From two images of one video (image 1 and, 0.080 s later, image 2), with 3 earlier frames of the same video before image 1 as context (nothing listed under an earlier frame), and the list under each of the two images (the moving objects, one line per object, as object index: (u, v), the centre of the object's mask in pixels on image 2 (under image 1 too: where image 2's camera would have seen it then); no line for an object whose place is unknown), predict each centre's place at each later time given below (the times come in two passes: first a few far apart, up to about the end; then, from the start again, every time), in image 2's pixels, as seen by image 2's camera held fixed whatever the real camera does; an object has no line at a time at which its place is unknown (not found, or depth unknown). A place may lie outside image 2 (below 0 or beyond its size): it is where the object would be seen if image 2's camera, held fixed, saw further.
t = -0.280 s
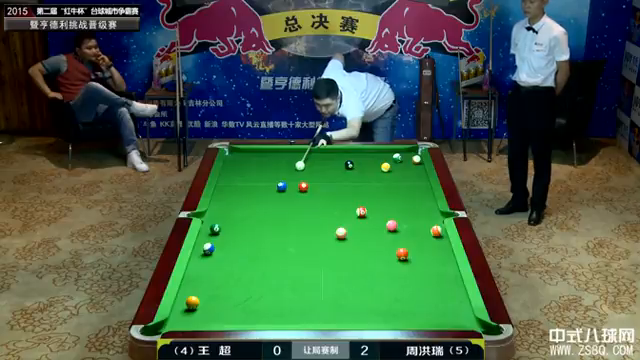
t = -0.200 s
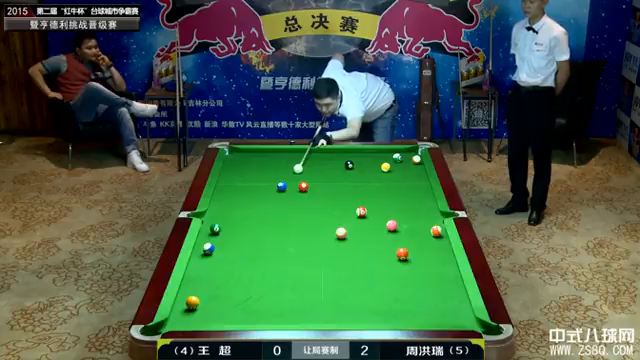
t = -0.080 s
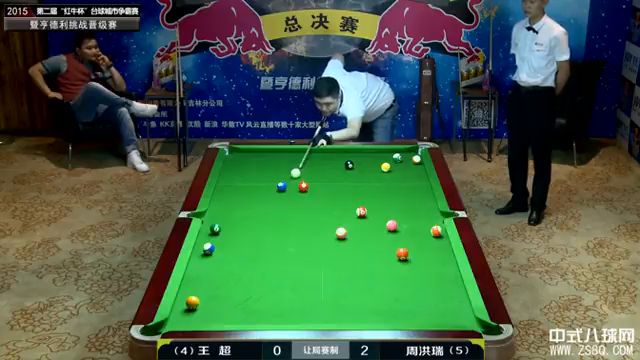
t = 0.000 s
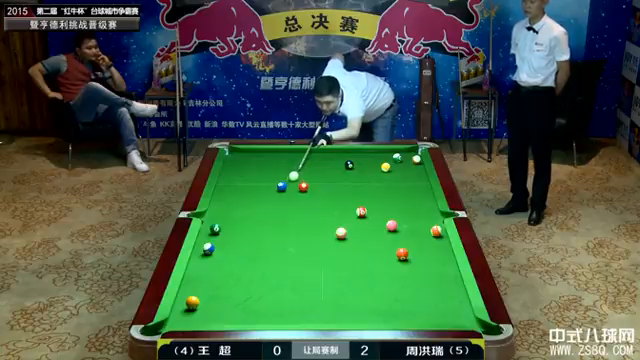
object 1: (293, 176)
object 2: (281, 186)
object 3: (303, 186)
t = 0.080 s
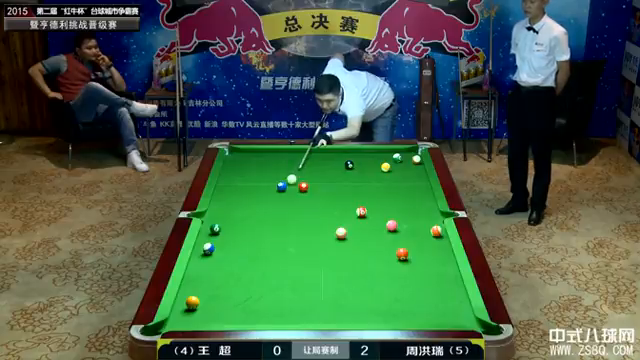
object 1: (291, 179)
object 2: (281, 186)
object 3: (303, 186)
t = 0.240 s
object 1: (290, 184)
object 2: (279, 187)
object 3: (303, 186)
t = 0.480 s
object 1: (294, 189)
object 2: (267, 191)
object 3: (306, 187)
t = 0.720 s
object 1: (294, 193)
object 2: (257, 195)
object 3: (311, 187)
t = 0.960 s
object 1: (295, 197)
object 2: (247, 198)
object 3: (315, 187)
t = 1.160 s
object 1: (296, 200)
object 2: (239, 202)
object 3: (317, 187)
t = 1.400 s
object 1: (297, 204)
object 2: (230, 205)
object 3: (319, 187)
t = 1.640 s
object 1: (297, 207)
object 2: (222, 208)
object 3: (321, 187)
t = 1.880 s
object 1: (298, 211)
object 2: (214, 211)
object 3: (322, 187)
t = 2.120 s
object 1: (299, 213)
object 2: (206, 214)
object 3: (322, 187)
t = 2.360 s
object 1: (299, 216)
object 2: (200, 218)
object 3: (322, 187)
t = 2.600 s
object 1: (299, 218)
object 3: (322, 187)
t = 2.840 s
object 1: (300, 220)
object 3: (322, 187)
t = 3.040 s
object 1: (300, 221)
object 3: (322, 187)
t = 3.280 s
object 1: (300, 222)
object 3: (322, 187)
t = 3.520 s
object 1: (300, 223)
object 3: (322, 187)
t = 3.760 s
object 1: (300, 224)
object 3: (322, 187)
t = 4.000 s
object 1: (300, 224)
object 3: (322, 187)
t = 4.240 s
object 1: (300, 224)
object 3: (322, 187)
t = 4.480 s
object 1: (300, 224)
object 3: (322, 187)
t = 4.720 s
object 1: (300, 224)
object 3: (322, 187)
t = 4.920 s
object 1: (300, 224)
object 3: (322, 187)
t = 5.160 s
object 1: (300, 224)
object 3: (322, 187)
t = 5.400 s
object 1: (300, 224)
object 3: (322, 187)
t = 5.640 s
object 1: (300, 224)
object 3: (322, 187)
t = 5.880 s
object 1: (300, 224)
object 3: (322, 187)
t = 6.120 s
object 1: (300, 224)
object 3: (322, 187)
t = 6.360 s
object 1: (300, 224)
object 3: (322, 187)
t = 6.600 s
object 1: (300, 224)
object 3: (322, 187)
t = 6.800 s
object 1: (300, 224)
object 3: (322, 187)
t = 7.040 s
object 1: (300, 224)
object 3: (322, 187)
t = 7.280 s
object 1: (300, 224)
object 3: (322, 187)
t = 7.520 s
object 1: (300, 224)
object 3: (322, 187)
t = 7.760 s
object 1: (300, 224)
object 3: (322, 187)
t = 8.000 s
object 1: (300, 224)
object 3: (322, 187)
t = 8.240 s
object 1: (300, 224)
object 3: (322, 187)
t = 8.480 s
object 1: (300, 224)
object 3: (322, 187)
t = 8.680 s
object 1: (300, 224)
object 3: (322, 187)
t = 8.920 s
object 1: (300, 224)
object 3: (322, 187)
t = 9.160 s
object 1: (300, 224)
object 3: (322, 187)
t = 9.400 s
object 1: (300, 224)
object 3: (322, 187)
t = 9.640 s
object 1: (300, 224)
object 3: (322, 187)
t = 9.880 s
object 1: (300, 224)
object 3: (322, 187)
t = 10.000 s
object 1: (300, 224)
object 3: (322, 187)
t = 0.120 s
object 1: (290, 180)
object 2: (281, 186)
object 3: (303, 186)
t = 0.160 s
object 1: (290, 182)
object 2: (281, 186)
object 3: (303, 186)
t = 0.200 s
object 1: (289, 183)
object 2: (280, 186)
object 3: (303, 186)
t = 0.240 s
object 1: (290, 184)
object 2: (279, 187)
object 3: (303, 186)
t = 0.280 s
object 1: (291, 185)
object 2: (277, 188)
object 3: (303, 186)
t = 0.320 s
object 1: (292, 186)
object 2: (275, 189)
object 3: (303, 186)
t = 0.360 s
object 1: (293, 187)
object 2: (273, 189)
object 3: (304, 186)
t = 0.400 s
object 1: (293, 187)
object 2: (271, 190)
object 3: (305, 187)
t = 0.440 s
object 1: (294, 188)
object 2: (269, 190)
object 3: (306, 187)
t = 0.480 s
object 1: (294, 189)
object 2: (267, 191)
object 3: (306, 187)
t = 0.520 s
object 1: (294, 190)
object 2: (266, 192)
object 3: (307, 187)
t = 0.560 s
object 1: (294, 190)
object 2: (264, 193)
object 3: (308, 187)
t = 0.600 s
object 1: (294, 191)
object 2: (262, 193)
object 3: (308, 187)
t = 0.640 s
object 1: (294, 192)
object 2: (260, 194)
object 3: (309, 187)
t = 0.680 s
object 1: (294, 192)
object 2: (259, 195)
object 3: (310, 187)
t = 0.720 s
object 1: (294, 193)
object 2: (257, 195)
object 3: (311, 187)
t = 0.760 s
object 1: (295, 194)
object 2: (255, 196)
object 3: (312, 187)
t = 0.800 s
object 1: (295, 194)
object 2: (254, 197)
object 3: (312, 187)
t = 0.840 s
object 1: (295, 195)
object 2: (252, 197)
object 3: (313, 187)
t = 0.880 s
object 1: (295, 196)
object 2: (250, 198)
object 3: (313, 187)
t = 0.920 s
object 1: (295, 196)
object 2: (249, 198)
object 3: (314, 187)
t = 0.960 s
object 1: (295, 197)
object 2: (247, 198)
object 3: (315, 187)
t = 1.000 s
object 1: (295, 198)
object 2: (245, 199)
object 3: (315, 187)
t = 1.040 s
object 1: (295, 198)
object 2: (244, 200)
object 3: (316, 187)
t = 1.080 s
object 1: (296, 199)
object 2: (242, 201)
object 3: (316, 187)
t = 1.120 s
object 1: (296, 200)
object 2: (241, 201)
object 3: (316, 187)
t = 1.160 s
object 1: (296, 200)
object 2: (239, 202)
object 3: (317, 187)
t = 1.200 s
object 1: (296, 201)
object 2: (238, 202)
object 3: (318, 187)
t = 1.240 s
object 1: (296, 202)
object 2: (236, 203)
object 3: (318, 187)
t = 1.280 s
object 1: (296, 202)
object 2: (235, 203)
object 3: (319, 187)
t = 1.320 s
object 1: (296, 203)
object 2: (233, 204)
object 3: (319, 187)
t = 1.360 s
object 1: (296, 203)
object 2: (232, 205)
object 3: (319, 187)
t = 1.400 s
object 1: (297, 204)
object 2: (230, 205)
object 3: (319, 187)
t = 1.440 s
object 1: (297, 204)
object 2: (229, 205)
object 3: (320, 187)
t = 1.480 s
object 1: (297, 205)
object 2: (227, 206)
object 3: (320, 187)
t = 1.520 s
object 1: (297, 206)
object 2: (226, 207)
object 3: (320, 187)
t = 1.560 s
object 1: (297, 206)
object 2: (224, 207)
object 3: (321, 187)
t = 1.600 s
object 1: (297, 207)
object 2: (223, 208)
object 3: (321, 187)
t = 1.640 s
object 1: (297, 207)
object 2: (222, 208)
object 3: (321, 187)
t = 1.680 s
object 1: (297, 208)
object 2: (220, 209)
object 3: (322, 187)
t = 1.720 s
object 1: (297, 208)
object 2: (219, 209)
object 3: (322, 187)
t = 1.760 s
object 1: (298, 209)
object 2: (217, 210)
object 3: (322, 187)
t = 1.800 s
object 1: (298, 209)
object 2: (216, 210)
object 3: (322, 187)
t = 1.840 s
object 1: (298, 210)
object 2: (215, 211)
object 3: (322, 187)
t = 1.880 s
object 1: (298, 211)
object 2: (214, 211)
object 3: (322, 187)
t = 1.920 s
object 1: (298, 211)
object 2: (213, 211)
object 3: (322, 187)
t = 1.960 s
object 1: (298, 211)
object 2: (211, 212)
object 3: (322, 187)
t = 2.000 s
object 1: (298, 212)
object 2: (210, 213)
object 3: (322, 187)
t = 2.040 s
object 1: (298, 212)
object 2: (209, 213)
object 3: (322, 187)
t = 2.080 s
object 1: (299, 213)
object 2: (207, 214)
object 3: (322, 187)
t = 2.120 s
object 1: (299, 213)
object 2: (206, 214)
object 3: (322, 187)
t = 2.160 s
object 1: (299, 214)
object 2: (205, 215)
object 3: (322, 187)
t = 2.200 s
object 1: (299, 214)
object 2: (204, 215)
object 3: (322, 187)
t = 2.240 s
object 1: (299, 214)
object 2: (204, 215)
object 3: (322, 187)
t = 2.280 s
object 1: (299, 215)
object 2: (202, 215)
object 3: (322, 187)
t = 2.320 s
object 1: (299, 215)
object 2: (200, 216)
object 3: (322, 187)
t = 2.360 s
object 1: (299, 216)
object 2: (200, 218)
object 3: (322, 187)
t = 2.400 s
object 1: (299, 216)
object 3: (322, 187)
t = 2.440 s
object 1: (299, 217)
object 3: (322, 187)
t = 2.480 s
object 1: (299, 217)
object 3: (322, 187)
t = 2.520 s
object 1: (299, 217)
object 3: (322, 187)
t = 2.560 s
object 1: (299, 217)
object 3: (322, 187)
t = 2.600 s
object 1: (299, 218)
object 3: (322, 187)
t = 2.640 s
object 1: (299, 218)
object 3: (322, 187)
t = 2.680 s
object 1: (299, 219)
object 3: (322, 187)
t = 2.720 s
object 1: (299, 219)
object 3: (322, 187)
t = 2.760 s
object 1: (300, 219)
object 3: (322, 187)
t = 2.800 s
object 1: (300, 220)
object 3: (322, 187)
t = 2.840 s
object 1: (300, 220)
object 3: (322, 187)
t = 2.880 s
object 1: (300, 220)
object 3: (322, 187)
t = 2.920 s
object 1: (300, 220)
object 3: (322, 187)
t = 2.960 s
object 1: (300, 221)
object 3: (322, 187)
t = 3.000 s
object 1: (300, 221)
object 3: (322, 187)
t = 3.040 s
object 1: (300, 221)
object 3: (322, 187)
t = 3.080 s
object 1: (300, 222)
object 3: (322, 187)
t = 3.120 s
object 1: (300, 222)
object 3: (322, 187)
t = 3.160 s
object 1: (300, 222)
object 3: (322, 187)
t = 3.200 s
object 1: (300, 222)
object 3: (322, 187)
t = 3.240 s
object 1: (300, 222)
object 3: (322, 187)
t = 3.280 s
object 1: (300, 222)
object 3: (322, 187)
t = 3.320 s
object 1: (300, 223)
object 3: (322, 187)
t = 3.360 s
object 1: (300, 223)
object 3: (322, 187)
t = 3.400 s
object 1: (300, 223)
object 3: (322, 187)
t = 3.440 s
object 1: (300, 223)
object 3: (322, 187)
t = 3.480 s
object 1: (300, 223)
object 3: (322, 187)
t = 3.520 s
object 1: (300, 223)
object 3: (322, 187)
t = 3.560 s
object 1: (300, 223)
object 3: (322, 187)
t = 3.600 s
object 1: (300, 223)
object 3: (322, 187)
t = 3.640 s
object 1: (300, 224)
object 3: (322, 187)
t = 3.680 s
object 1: (300, 224)
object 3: (322, 187)
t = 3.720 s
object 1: (300, 224)
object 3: (322, 187)
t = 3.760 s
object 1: (300, 224)
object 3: (322, 187)
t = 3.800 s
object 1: (300, 224)
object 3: (322, 187)
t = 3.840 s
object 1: (300, 224)
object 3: (322, 187)
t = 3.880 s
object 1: (300, 224)
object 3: (322, 187)
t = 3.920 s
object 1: (300, 224)
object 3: (322, 187)
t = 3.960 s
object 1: (300, 224)
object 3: (322, 187)
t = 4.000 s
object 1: (300, 224)
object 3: (322, 187)
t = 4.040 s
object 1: (300, 224)
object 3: (322, 187)
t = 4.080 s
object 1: (300, 224)
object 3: (322, 187)
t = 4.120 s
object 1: (300, 224)
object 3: (322, 187)
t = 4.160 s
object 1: (300, 224)
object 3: (322, 187)
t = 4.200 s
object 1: (300, 224)
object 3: (322, 187)
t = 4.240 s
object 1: (300, 224)
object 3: (322, 187)
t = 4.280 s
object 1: (300, 224)
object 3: (322, 187)
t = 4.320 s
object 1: (300, 224)
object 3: (322, 187)
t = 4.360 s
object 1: (300, 224)
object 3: (322, 187)
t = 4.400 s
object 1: (300, 224)
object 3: (322, 187)
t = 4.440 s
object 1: (300, 224)
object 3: (322, 187)
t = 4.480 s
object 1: (300, 224)
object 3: (322, 187)
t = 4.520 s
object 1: (300, 224)
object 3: (322, 187)
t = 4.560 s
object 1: (300, 224)
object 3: (322, 187)
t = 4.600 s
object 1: (300, 224)
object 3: (322, 187)
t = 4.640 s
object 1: (300, 224)
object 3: (322, 187)
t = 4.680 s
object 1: (300, 224)
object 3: (322, 187)
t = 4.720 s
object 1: (300, 224)
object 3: (322, 187)
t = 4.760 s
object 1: (300, 224)
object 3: (322, 187)
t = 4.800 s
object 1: (300, 224)
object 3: (322, 187)
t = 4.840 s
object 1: (300, 224)
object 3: (322, 187)
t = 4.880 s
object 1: (300, 224)
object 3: (322, 187)
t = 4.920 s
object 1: (300, 224)
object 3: (322, 187)
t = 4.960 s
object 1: (300, 224)
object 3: (322, 187)
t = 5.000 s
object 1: (300, 224)
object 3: (322, 187)
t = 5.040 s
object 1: (300, 224)
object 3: (322, 187)
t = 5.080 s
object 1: (300, 224)
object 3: (322, 187)
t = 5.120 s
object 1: (300, 224)
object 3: (322, 187)
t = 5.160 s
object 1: (300, 224)
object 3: (322, 187)
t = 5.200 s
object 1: (300, 224)
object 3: (322, 187)
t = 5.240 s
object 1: (300, 224)
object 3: (322, 187)
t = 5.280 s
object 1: (300, 224)
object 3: (322, 187)
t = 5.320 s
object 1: (300, 224)
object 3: (322, 187)
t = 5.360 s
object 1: (300, 224)
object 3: (322, 187)
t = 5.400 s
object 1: (300, 224)
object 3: (322, 187)
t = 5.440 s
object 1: (300, 224)
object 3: (322, 187)
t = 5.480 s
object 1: (300, 224)
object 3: (322, 187)
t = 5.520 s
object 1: (300, 224)
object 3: (322, 187)
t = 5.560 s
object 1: (300, 224)
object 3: (322, 187)
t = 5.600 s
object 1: (300, 224)
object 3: (322, 187)
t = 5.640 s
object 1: (300, 224)
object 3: (322, 187)
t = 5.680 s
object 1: (300, 224)
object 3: (322, 187)
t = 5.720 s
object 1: (300, 224)
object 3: (322, 187)
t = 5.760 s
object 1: (300, 224)
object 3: (322, 187)
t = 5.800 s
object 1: (300, 224)
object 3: (322, 187)
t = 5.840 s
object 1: (300, 224)
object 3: (322, 187)
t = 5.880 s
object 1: (300, 224)
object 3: (322, 187)
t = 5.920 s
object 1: (300, 224)
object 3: (322, 187)
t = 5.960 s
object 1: (300, 224)
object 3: (322, 187)
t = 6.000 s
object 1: (300, 224)
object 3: (322, 187)
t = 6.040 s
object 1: (300, 224)
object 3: (322, 187)
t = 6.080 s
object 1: (300, 224)
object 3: (322, 187)
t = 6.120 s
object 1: (300, 224)
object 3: (322, 187)
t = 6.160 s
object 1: (300, 224)
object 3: (322, 187)
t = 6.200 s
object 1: (300, 224)
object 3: (322, 187)
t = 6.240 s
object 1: (300, 224)
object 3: (322, 187)
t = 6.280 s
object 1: (300, 224)
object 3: (322, 187)
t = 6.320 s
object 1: (300, 224)
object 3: (322, 187)
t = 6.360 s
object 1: (300, 224)
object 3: (322, 187)
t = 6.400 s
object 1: (300, 224)
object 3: (322, 187)
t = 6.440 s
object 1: (300, 224)
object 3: (322, 187)
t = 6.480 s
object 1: (300, 224)
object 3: (322, 187)
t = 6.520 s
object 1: (300, 224)
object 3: (322, 187)
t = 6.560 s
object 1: (300, 224)
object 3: (322, 187)
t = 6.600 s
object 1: (300, 224)
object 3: (322, 187)
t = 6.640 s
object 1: (300, 224)
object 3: (322, 187)
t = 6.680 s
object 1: (300, 224)
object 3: (322, 187)
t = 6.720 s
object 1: (300, 224)
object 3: (322, 187)
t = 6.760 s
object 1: (300, 224)
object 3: (322, 187)
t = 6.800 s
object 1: (300, 224)
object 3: (322, 187)
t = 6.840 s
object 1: (300, 224)
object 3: (322, 187)
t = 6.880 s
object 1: (300, 224)
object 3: (322, 187)
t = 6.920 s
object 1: (300, 224)
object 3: (322, 187)
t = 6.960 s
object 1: (300, 224)
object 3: (322, 187)
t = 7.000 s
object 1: (300, 224)
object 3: (322, 187)
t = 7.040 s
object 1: (300, 224)
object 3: (322, 187)
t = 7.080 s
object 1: (300, 224)
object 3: (322, 187)
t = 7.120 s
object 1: (300, 224)
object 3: (322, 187)
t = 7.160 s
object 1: (300, 224)
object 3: (322, 187)
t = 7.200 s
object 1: (300, 224)
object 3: (322, 187)
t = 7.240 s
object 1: (300, 224)
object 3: (322, 187)
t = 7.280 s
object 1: (300, 224)
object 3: (322, 187)
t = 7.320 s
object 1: (300, 224)
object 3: (322, 187)
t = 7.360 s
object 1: (300, 224)
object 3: (322, 187)
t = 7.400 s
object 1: (300, 224)
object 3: (322, 187)
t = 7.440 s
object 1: (300, 224)
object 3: (322, 187)
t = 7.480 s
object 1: (300, 224)
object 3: (322, 187)
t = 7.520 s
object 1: (300, 224)
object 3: (322, 187)
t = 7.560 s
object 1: (300, 224)
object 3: (322, 187)
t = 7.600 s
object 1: (300, 224)
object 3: (322, 187)
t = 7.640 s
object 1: (300, 224)
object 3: (322, 187)
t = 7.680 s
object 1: (300, 224)
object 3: (322, 187)
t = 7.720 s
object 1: (300, 224)
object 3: (322, 187)
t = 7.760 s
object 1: (300, 224)
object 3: (322, 187)
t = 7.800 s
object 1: (300, 224)
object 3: (322, 187)
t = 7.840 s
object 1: (300, 224)
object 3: (322, 187)
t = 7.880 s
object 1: (300, 224)
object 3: (322, 187)
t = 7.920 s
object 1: (300, 224)
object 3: (322, 187)
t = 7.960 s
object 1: (300, 224)
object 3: (322, 187)
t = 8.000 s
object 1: (300, 224)
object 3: (322, 187)
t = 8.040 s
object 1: (300, 224)
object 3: (322, 187)
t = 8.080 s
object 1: (300, 224)
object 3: (322, 187)
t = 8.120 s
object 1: (300, 224)
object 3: (322, 187)
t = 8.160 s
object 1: (300, 224)
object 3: (322, 187)
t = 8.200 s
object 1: (300, 224)
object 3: (322, 187)
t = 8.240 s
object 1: (300, 224)
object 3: (322, 187)
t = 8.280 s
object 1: (300, 224)
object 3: (322, 187)
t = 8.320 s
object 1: (300, 224)
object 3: (322, 187)
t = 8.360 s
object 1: (300, 224)
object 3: (322, 187)
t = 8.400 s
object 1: (300, 224)
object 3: (322, 187)
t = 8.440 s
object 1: (300, 224)
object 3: (322, 187)
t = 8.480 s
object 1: (300, 224)
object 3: (322, 187)
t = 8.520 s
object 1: (300, 224)
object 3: (322, 187)
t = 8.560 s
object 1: (300, 224)
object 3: (322, 187)
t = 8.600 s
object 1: (300, 224)
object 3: (322, 187)
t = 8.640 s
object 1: (300, 224)
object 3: (322, 187)
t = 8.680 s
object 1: (300, 224)
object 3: (322, 187)
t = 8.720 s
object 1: (300, 224)
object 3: (322, 187)
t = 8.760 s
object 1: (300, 224)
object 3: (322, 187)
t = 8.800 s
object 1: (300, 224)
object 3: (322, 187)
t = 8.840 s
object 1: (300, 224)
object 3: (322, 187)
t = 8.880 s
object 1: (300, 224)
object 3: (322, 187)
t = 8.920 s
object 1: (300, 224)
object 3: (322, 187)
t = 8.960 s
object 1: (300, 224)
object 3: (322, 187)
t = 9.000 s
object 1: (300, 224)
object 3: (322, 187)
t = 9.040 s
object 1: (300, 224)
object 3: (322, 187)
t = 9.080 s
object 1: (300, 224)
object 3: (322, 187)
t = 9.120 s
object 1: (300, 224)
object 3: (322, 187)
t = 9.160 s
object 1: (300, 224)
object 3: (322, 187)
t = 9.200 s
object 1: (300, 224)
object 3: (322, 187)
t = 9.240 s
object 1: (300, 224)
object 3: (322, 187)
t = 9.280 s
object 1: (300, 224)
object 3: (322, 187)
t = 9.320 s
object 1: (300, 224)
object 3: (322, 187)
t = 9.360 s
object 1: (300, 224)
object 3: (322, 187)
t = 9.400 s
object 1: (300, 224)
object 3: (322, 187)
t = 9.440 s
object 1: (300, 224)
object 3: (322, 187)
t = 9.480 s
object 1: (300, 224)
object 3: (322, 187)
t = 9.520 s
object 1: (300, 224)
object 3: (322, 187)
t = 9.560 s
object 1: (300, 224)
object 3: (322, 187)
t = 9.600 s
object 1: (300, 224)
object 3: (322, 187)
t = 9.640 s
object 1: (300, 224)
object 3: (322, 187)
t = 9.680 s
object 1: (300, 224)
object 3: (322, 187)
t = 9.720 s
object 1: (300, 224)
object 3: (322, 187)
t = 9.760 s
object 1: (300, 224)
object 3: (322, 187)
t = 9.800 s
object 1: (300, 224)
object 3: (322, 187)
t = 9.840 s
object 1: (300, 224)
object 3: (322, 187)
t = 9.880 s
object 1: (300, 224)
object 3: (322, 187)
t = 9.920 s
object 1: (300, 224)
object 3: (322, 187)
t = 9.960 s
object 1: (300, 224)
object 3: (322, 187)
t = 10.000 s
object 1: (300, 224)
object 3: (322, 187)
